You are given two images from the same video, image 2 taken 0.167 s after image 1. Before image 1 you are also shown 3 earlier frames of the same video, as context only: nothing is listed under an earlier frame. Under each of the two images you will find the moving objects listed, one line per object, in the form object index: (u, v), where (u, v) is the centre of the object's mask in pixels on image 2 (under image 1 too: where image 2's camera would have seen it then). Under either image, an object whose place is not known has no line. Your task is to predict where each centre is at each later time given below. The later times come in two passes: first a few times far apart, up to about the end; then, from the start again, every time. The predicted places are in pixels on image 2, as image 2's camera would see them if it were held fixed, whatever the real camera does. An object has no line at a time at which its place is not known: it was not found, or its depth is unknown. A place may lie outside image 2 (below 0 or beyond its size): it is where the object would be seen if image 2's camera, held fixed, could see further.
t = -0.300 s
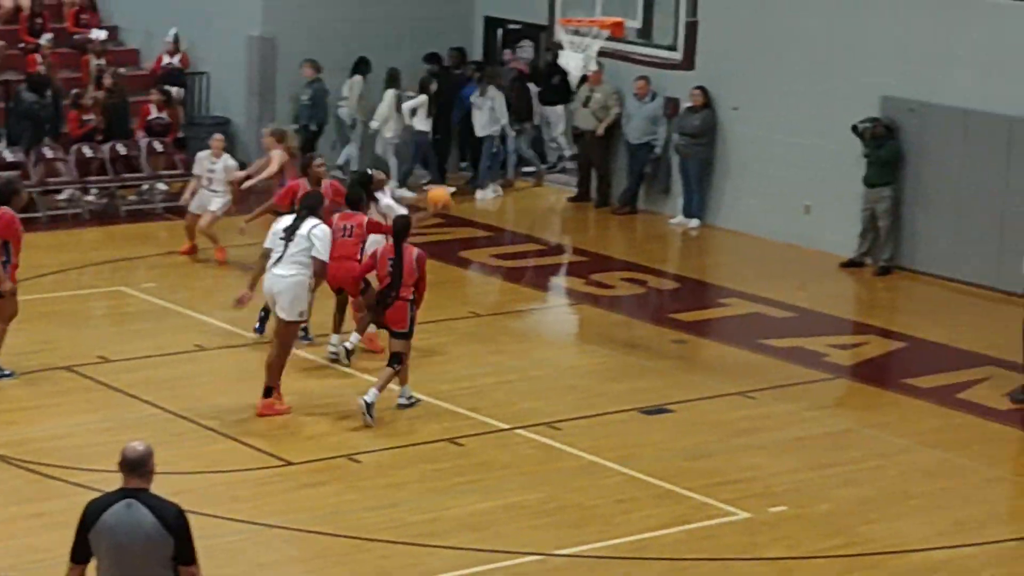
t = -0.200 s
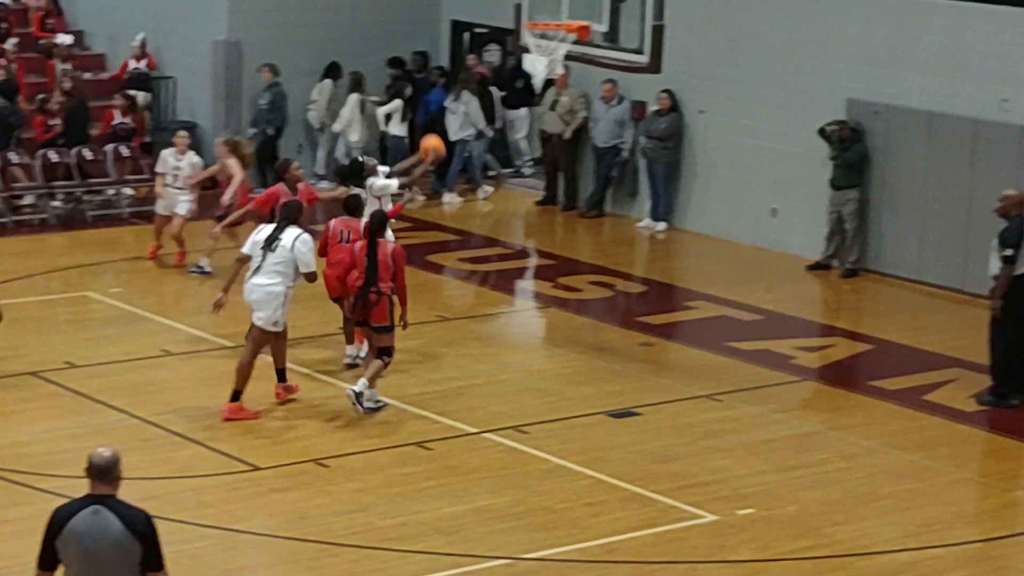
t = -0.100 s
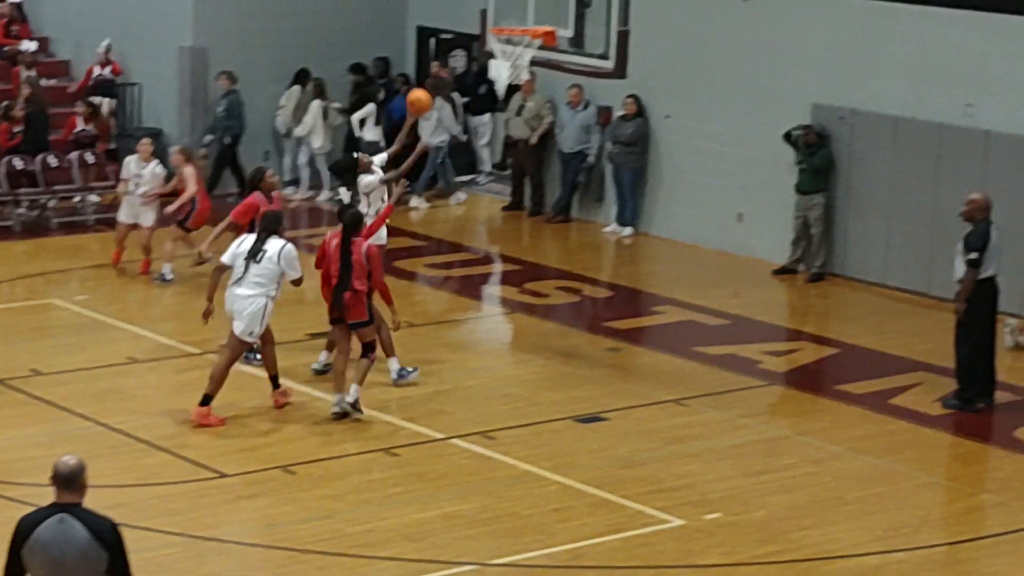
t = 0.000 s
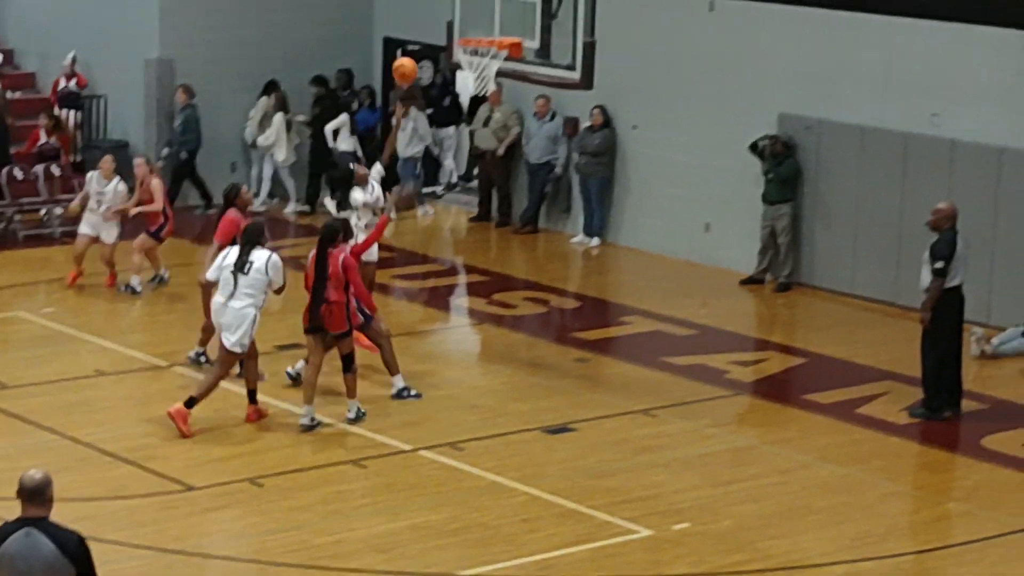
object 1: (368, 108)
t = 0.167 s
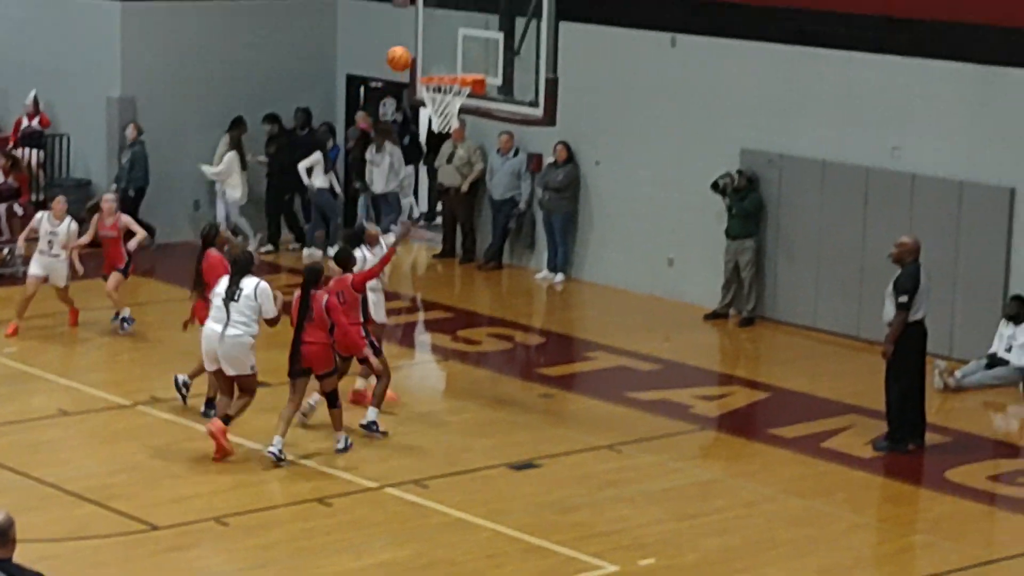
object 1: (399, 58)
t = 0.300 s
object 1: (422, 41)
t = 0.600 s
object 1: (417, 68)
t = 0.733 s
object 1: (405, 111)
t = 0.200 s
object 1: (405, 53)
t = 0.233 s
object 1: (411, 48)
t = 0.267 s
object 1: (417, 44)
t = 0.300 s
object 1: (422, 41)
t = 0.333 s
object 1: (428, 40)
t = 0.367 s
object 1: (434, 40)
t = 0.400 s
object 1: (435, 40)
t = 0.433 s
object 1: (433, 42)
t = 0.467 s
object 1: (430, 45)
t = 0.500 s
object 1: (427, 49)
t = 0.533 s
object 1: (424, 55)
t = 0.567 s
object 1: (420, 61)
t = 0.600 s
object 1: (417, 68)
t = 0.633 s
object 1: (413, 77)
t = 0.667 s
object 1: (410, 88)
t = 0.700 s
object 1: (407, 99)
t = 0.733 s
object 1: (405, 111)
